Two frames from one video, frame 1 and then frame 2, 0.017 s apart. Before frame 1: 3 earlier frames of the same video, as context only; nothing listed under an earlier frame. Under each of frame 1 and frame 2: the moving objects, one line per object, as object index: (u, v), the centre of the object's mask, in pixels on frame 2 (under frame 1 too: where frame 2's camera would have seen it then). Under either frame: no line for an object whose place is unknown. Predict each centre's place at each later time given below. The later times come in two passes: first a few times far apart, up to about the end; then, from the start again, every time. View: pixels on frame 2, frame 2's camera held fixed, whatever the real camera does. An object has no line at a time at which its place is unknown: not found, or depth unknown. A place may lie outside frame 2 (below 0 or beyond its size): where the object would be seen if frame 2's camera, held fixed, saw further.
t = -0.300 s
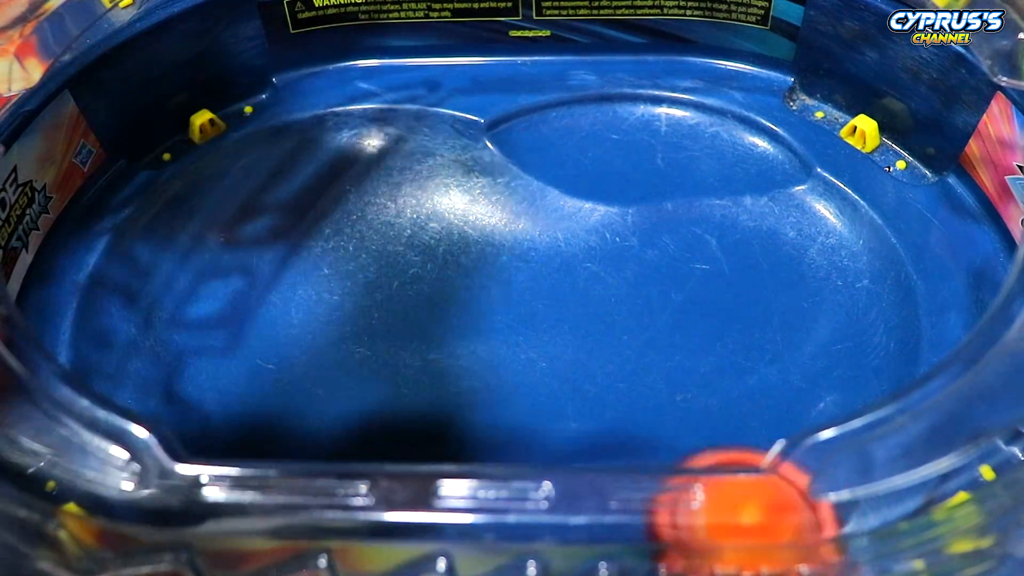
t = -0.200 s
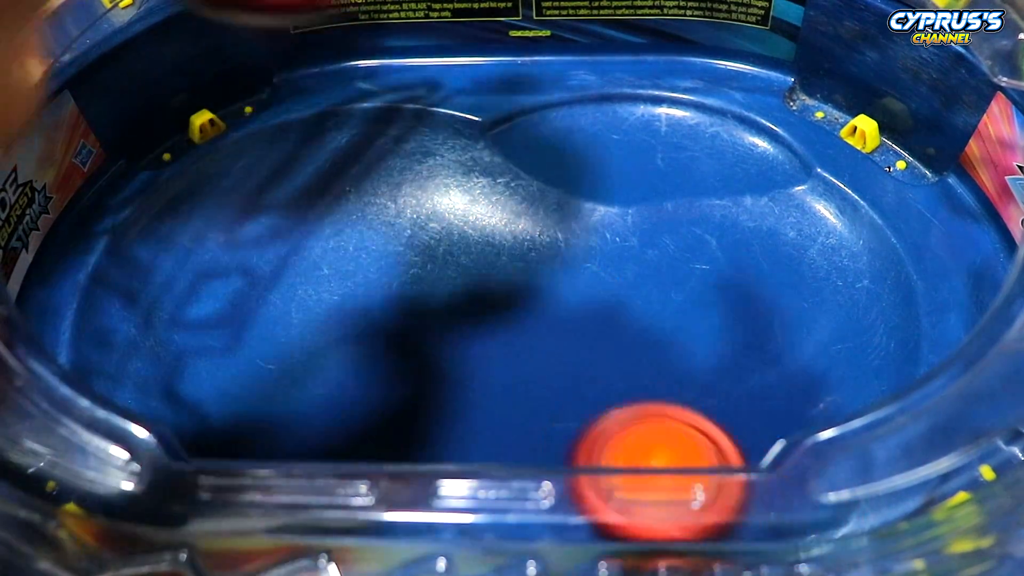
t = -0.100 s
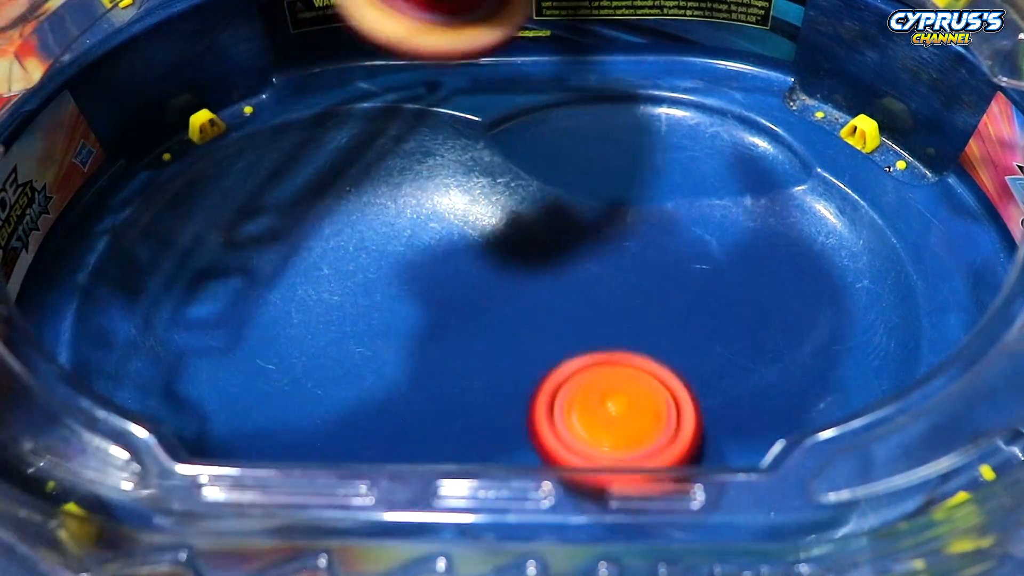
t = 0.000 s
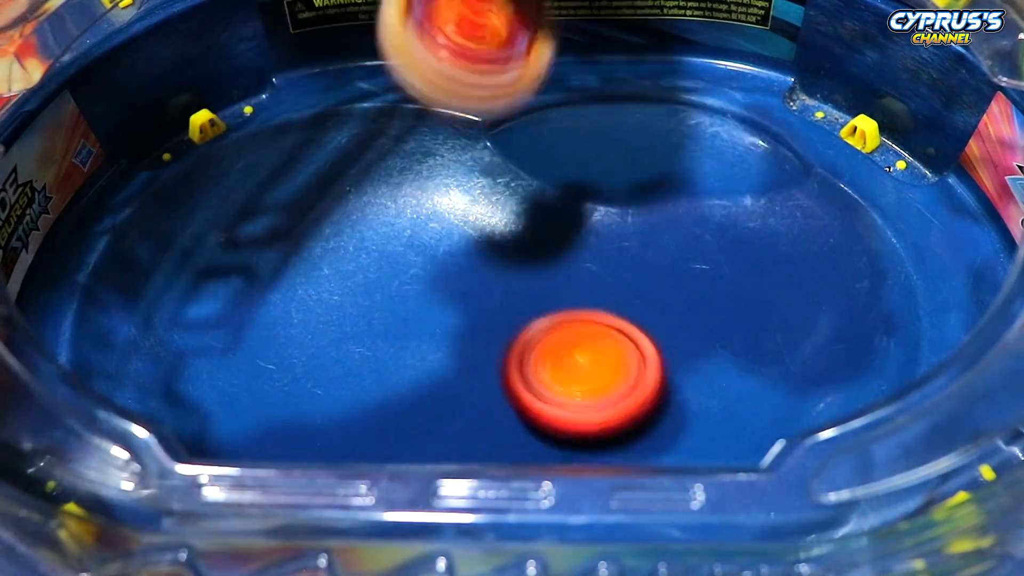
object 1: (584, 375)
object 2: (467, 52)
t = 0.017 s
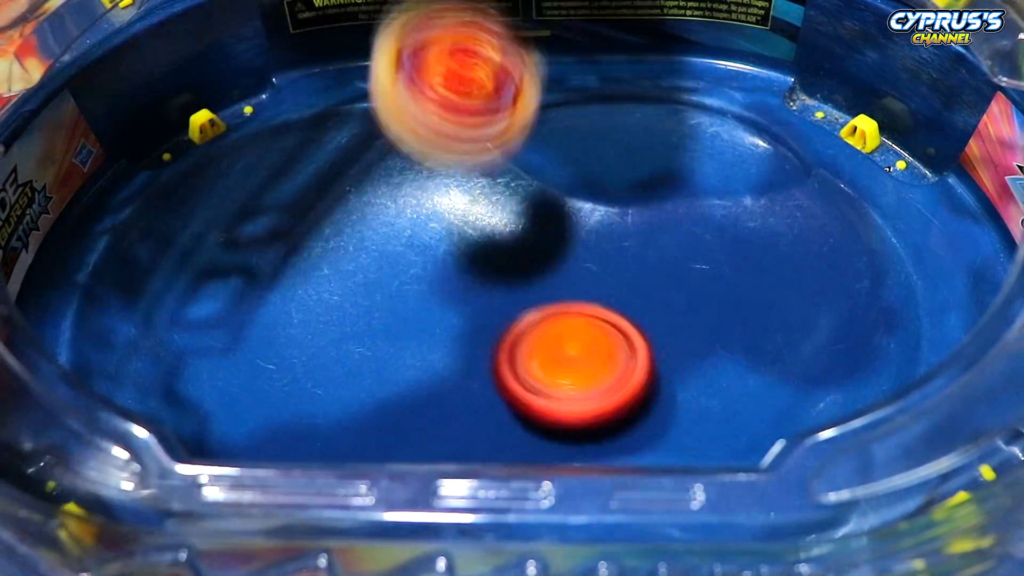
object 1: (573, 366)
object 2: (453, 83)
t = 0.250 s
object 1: (625, 394)
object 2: (98, 261)
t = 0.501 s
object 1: (463, 373)
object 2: (313, 281)
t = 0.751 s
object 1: (482, 408)
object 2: (432, 291)
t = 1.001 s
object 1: (435, 404)
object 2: (280, 181)
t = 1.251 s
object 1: (714, 388)
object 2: (305, 290)
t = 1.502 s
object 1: (825, 328)
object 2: (221, 444)
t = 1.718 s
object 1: (711, 228)
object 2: (249, 264)
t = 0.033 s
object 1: (563, 360)
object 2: (444, 136)
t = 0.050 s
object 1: (554, 353)
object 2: (435, 195)
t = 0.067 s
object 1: (547, 350)
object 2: (425, 251)
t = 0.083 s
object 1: (557, 353)
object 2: (401, 278)
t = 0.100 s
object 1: (569, 356)
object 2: (367, 270)
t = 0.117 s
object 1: (581, 359)
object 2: (329, 266)
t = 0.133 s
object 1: (594, 366)
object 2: (293, 263)
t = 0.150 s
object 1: (606, 378)
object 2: (256, 267)
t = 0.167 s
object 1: (615, 387)
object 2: (222, 275)
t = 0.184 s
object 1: (620, 389)
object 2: (194, 287)
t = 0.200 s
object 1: (625, 394)
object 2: (165, 283)
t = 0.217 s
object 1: (627, 394)
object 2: (140, 274)
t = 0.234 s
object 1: (627, 395)
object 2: (116, 269)
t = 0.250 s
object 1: (625, 394)
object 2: (98, 261)
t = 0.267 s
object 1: (619, 393)
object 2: (87, 253)
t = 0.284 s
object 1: (611, 390)
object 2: (78, 250)
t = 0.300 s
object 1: (600, 387)
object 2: (73, 248)
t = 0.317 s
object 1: (588, 383)
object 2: (76, 247)
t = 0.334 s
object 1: (573, 380)
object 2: (83, 249)
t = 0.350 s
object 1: (559, 378)
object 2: (93, 251)
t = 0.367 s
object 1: (543, 376)
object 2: (107, 257)
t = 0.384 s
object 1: (530, 375)
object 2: (126, 262)
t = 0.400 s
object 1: (517, 374)
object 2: (149, 265)
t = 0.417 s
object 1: (505, 373)
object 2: (173, 268)
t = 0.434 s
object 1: (494, 373)
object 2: (199, 270)
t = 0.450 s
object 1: (485, 374)
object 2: (226, 271)
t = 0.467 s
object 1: (476, 373)
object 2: (256, 274)
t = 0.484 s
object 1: (469, 373)
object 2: (284, 277)
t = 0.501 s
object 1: (463, 373)
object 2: (313, 281)
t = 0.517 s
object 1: (458, 374)
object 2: (340, 284)
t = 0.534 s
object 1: (459, 376)
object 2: (361, 285)
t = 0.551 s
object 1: (475, 384)
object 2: (374, 283)
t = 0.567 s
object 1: (488, 393)
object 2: (383, 280)
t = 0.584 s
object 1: (500, 399)
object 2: (391, 278)
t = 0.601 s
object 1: (510, 404)
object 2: (399, 276)
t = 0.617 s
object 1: (516, 407)
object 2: (406, 276)
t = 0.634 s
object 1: (519, 409)
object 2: (411, 275)
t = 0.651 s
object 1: (521, 410)
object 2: (417, 276)
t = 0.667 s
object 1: (519, 411)
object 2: (422, 277)
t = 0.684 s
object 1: (516, 411)
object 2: (425, 279)
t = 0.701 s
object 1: (510, 410)
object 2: (429, 282)
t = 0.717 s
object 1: (501, 409)
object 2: (431, 285)
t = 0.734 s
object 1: (490, 406)
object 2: (433, 290)
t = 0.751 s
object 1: (482, 408)
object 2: (432, 291)
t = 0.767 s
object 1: (482, 417)
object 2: (418, 278)
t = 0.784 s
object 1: (481, 425)
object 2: (401, 262)
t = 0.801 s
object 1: (471, 446)
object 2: (386, 248)
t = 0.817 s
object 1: (466, 456)
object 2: (370, 233)
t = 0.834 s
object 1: (459, 470)
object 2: (356, 220)
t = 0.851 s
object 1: (455, 472)
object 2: (340, 208)
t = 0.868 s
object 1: (454, 472)
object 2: (327, 196)
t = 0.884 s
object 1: (453, 471)
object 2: (315, 187)
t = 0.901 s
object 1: (454, 467)
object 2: (303, 179)
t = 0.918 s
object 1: (455, 462)
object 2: (295, 174)
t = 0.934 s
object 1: (456, 451)
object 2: (288, 170)
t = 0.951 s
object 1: (454, 442)
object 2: (283, 170)
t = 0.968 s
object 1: (450, 422)
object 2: (280, 171)
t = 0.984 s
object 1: (443, 414)
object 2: (279, 175)
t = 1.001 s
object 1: (435, 404)
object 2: (280, 181)
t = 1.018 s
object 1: (426, 390)
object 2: (285, 189)
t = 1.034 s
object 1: (420, 376)
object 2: (291, 200)
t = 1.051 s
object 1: (414, 361)
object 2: (301, 211)
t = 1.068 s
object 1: (409, 347)
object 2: (313, 225)
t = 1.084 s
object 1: (408, 335)
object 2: (323, 238)
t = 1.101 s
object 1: (428, 337)
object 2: (321, 240)
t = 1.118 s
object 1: (455, 343)
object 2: (313, 238)
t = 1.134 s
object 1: (481, 346)
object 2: (306, 238)
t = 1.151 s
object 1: (512, 352)
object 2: (302, 240)
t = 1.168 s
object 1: (541, 357)
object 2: (298, 243)
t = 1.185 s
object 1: (574, 363)
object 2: (296, 249)
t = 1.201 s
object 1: (608, 370)
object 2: (297, 256)
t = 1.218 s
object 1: (642, 376)
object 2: (299, 265)
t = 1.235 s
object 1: (678, 383)
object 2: (302, 277)
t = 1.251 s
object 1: (714, 388)
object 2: (305, 290)
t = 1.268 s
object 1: (748, 389)
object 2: (309, 305)
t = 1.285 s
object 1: (779, 386)
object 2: (310, 322)
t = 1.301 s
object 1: (808, 387)
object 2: (311, 340)
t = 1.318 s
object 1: (841, 389)
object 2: (309, 357)
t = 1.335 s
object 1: (867, 387)
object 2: (305, 376)
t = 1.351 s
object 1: (884, 380)
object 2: (299, 391)
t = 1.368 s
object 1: (895, 373)
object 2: (291, 403)
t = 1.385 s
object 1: (901, 366)
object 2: (283, 411)
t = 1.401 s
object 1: (902, 361)
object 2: (274, 417)
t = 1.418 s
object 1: (898, 357)
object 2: (265, 421)
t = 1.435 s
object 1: (890, 354)
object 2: (257, 425)
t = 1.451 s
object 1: (875, 347)
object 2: (239, 449)
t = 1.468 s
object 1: (859, 340)
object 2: (233, 461)
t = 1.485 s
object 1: (844, 334)
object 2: (227, 459)
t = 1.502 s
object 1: (825, 328)
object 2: (221, 444)
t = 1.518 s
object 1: (809, 320)
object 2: (216, 438)
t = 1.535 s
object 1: (793, 311)
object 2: (215, 431)
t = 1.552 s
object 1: (779, 304)
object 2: (215, 421)
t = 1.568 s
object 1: (766, 296)
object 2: (217, 412)
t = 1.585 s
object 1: (755, 287)
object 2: (220, 403)
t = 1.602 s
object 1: (745, 279)
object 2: (220, 391)
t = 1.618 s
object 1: (736, 271)
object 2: (219, 379)
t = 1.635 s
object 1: (728, 264)
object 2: (220, 362)
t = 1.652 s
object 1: (722, 257)
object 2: (221, 345)
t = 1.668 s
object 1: (717, 249)
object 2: (224, 325)
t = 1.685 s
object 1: (714, 242)
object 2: (229, 305)
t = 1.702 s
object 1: (712, 235)
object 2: (237, 284)
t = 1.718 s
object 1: (711, 228)
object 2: (249, 264)
